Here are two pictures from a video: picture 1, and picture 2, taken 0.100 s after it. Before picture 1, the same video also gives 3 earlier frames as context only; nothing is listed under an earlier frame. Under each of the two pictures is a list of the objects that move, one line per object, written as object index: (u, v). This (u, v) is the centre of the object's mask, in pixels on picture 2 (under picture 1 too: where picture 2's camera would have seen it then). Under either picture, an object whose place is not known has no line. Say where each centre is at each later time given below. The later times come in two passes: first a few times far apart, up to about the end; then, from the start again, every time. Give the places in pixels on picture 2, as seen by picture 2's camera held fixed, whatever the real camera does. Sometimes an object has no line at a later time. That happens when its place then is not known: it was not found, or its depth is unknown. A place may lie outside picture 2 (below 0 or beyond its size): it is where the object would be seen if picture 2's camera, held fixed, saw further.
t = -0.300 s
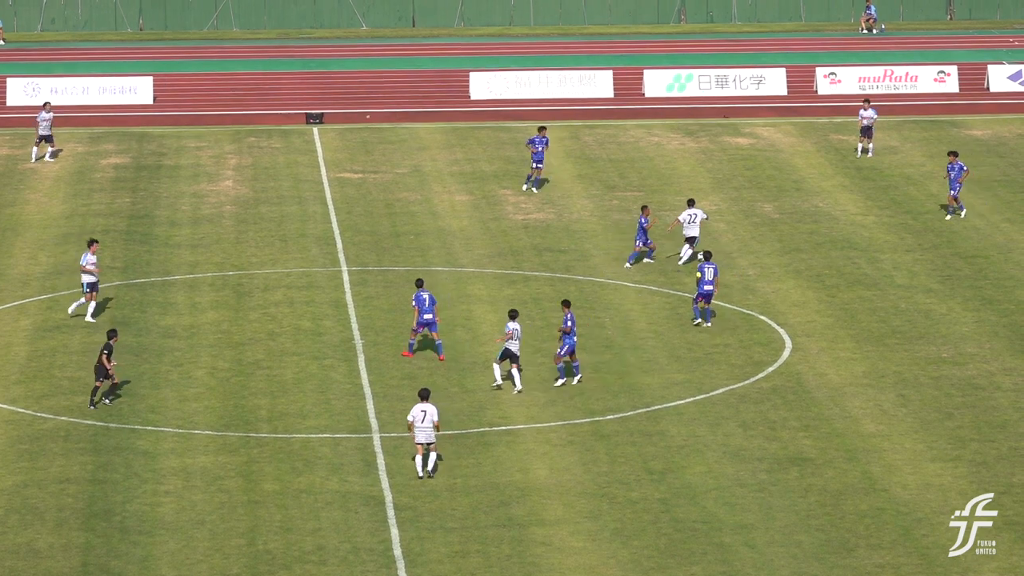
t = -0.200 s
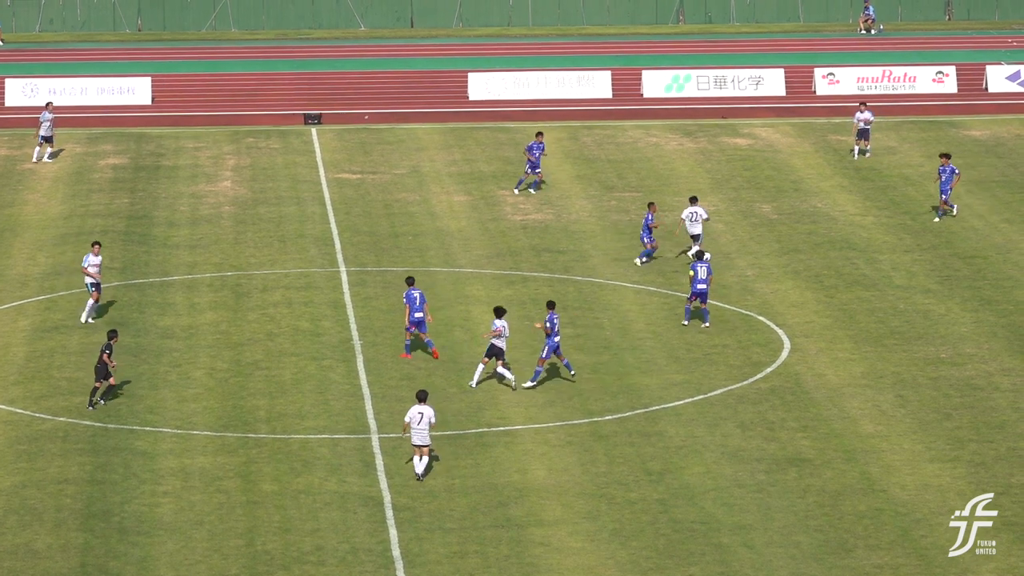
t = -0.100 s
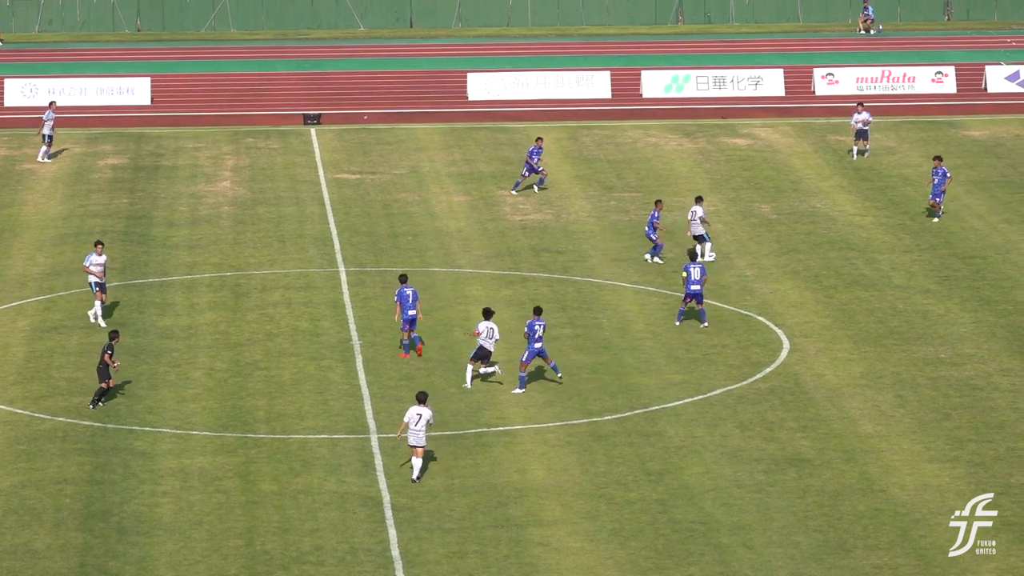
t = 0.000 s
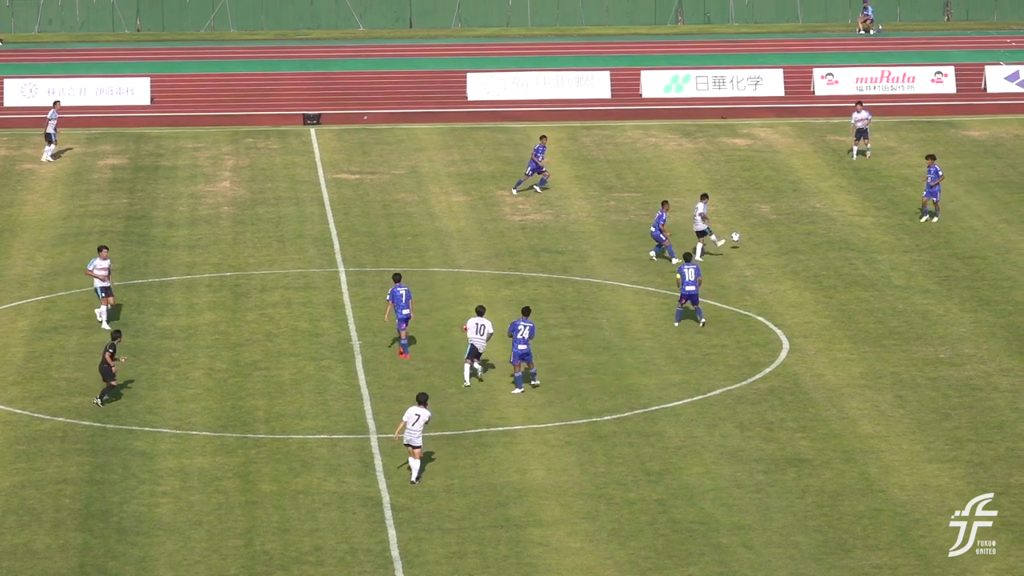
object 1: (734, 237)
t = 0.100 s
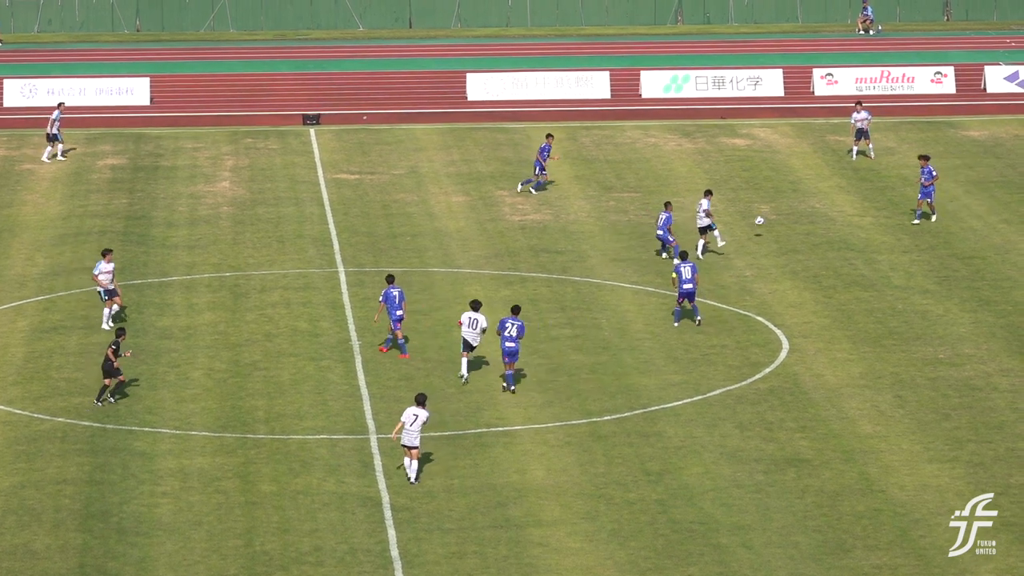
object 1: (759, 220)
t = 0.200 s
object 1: (780, 208)
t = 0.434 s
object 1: (822, 197)
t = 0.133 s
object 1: (766, 215)
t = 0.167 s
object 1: (773, 212)
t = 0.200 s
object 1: (780, 208)
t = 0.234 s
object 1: (787, 205)
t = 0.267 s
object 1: (793, 202)
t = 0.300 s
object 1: (799, 201)
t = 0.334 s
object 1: (805, 199)
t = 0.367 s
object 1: (811, 198)
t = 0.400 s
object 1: (817, 197)
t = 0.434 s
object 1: (822, 197)
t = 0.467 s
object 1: (827, 197)
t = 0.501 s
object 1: (831, 195)
